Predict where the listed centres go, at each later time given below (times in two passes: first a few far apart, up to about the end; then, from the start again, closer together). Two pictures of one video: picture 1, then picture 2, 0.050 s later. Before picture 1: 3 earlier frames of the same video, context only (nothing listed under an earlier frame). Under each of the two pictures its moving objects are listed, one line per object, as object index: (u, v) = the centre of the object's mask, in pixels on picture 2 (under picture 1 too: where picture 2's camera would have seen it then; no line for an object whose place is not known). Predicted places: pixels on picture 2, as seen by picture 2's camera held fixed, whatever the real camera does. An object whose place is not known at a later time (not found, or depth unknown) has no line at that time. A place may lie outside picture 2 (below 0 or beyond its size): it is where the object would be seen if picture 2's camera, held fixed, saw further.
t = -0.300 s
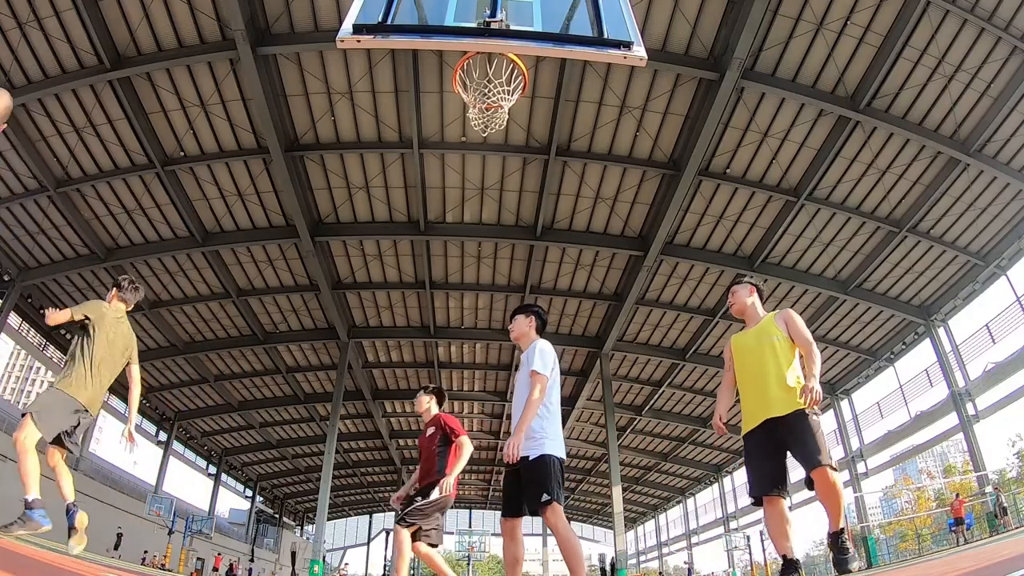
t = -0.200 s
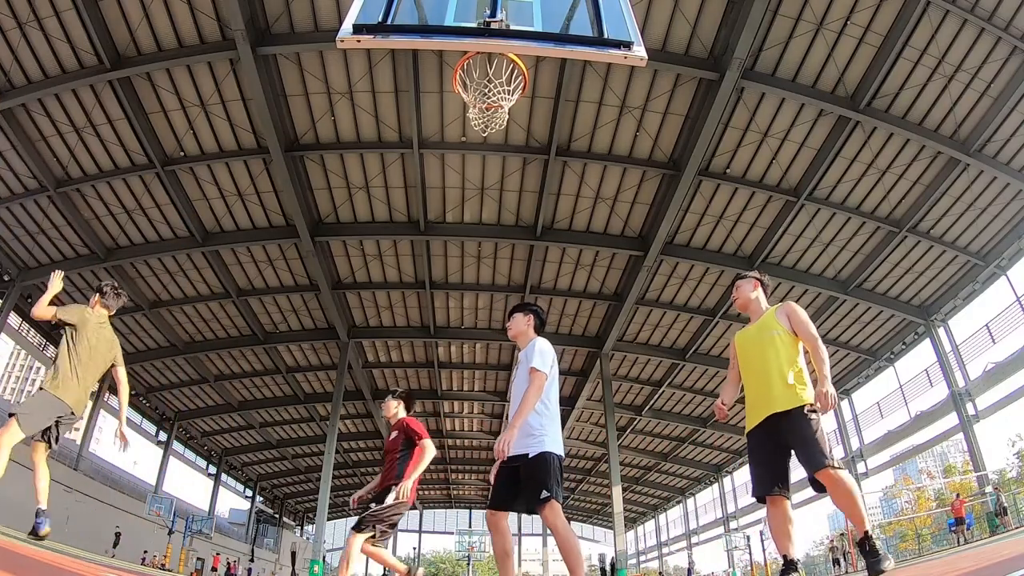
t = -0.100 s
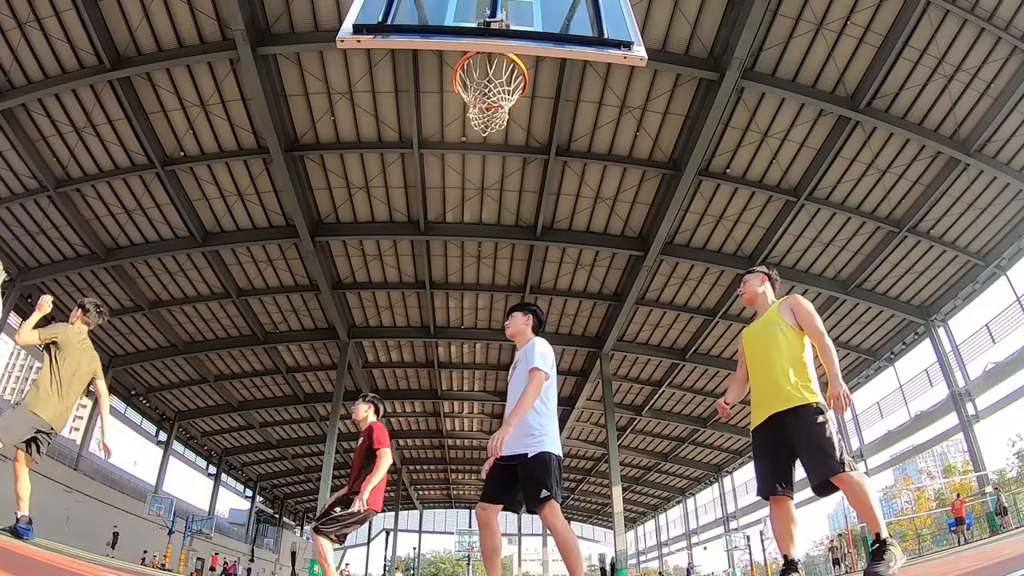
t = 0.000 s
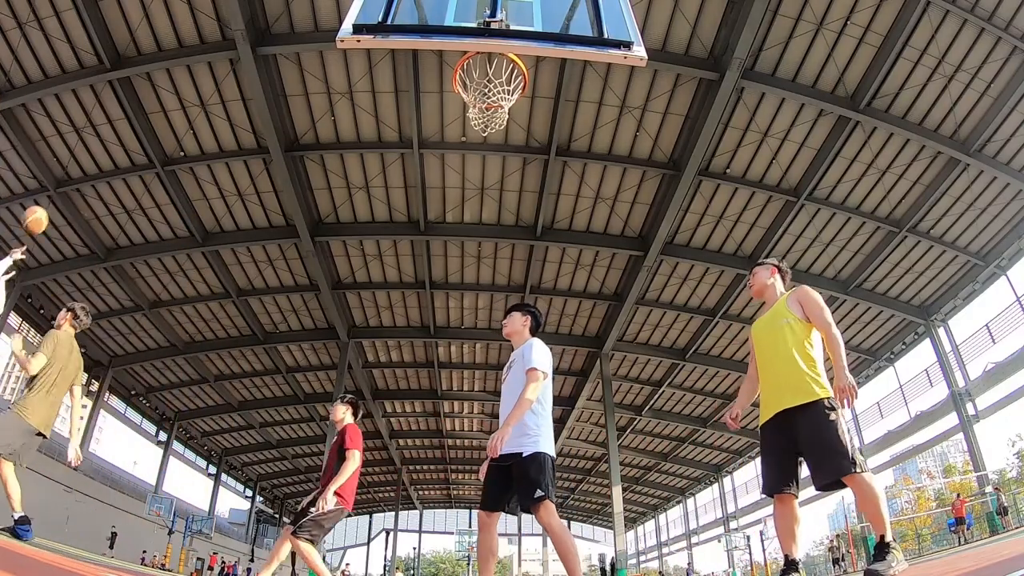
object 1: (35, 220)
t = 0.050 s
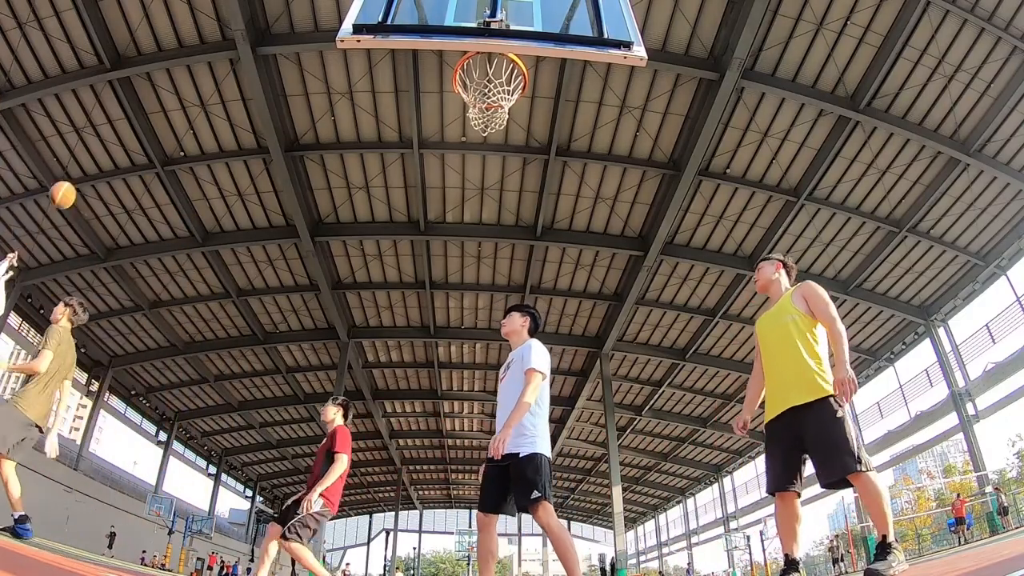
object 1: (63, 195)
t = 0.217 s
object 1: (148, 130)
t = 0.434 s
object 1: (250, 81)
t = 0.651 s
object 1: (344, 66)
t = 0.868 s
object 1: (440, 86)
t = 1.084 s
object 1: (518, 151)
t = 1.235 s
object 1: (551, 218)
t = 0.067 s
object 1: (71, 187)
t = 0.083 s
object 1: (80, 179)
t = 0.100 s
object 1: (89, 172)
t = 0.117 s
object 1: (99, 165)
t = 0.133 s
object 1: (107, 158)
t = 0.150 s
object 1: (116, 152)
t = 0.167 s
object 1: (124, 146)
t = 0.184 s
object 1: (132, 140)
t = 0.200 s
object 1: (141, 135)
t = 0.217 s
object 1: (148, 130)
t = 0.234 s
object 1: (157, 125)
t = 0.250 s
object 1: (165, 120)
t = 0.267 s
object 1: (173, 115)
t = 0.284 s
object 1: (182, 111)
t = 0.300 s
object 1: (190, 107)
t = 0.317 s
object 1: (197, 103)
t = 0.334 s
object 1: (205, 99)
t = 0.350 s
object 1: (212, 96)
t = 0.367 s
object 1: (220, 92)
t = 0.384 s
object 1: (228, 89)
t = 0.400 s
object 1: (234, 87)
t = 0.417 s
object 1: (243, 84)
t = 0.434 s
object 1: (250, 81)
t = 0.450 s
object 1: (257, 79)
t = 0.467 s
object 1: (264, 77)
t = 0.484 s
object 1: (271, 75)
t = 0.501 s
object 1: (278, 73)
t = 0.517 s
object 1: (286, 72)
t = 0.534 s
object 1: (293, 70)
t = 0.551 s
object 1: (301, 68)
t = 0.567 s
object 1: (307, 68)
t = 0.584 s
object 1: (314, 66)
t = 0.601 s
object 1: (322, 66)
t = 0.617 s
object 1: (329, 66)
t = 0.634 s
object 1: (335, 66)
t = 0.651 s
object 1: (344, 66)
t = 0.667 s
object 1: (351, 66)
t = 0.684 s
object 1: (358, 66)
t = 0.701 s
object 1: (365, 67)
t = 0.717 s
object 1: (373, 68)
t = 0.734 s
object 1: (379, 69)
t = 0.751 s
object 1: (387, 70)
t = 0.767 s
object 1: (394, 72)
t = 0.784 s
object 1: (402, 74)
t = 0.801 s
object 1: (409, 75)
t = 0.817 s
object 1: (417, 78)
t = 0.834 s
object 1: (424, 80)
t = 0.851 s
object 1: (432, 83)
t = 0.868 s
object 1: (440, 86)
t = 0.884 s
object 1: (447, 90)
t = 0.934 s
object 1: (481, 93)
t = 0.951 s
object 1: (487, 101)
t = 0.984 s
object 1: (508, 119)
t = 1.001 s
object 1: (507, 124)
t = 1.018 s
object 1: (509, 130)
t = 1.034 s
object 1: (510, 134)
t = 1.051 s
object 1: (512, 139)
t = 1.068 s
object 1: (515, 145)
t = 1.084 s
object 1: (518, 151)
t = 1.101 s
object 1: (522, 158)
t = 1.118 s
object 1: (526, 165)
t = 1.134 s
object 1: (529, 171)
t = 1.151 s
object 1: (533, 179)
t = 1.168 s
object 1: (537, 187)
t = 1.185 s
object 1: (539, 194)
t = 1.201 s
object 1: (544, 202)
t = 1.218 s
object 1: (548, 210)
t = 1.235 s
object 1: (551, 218)
